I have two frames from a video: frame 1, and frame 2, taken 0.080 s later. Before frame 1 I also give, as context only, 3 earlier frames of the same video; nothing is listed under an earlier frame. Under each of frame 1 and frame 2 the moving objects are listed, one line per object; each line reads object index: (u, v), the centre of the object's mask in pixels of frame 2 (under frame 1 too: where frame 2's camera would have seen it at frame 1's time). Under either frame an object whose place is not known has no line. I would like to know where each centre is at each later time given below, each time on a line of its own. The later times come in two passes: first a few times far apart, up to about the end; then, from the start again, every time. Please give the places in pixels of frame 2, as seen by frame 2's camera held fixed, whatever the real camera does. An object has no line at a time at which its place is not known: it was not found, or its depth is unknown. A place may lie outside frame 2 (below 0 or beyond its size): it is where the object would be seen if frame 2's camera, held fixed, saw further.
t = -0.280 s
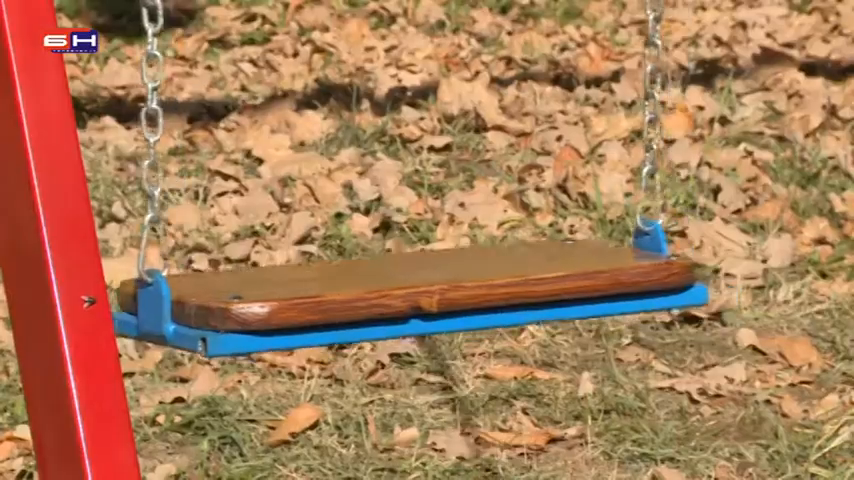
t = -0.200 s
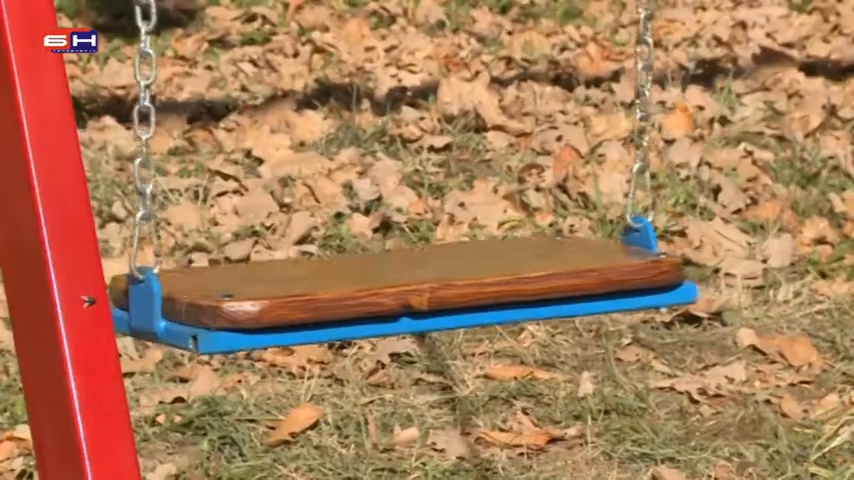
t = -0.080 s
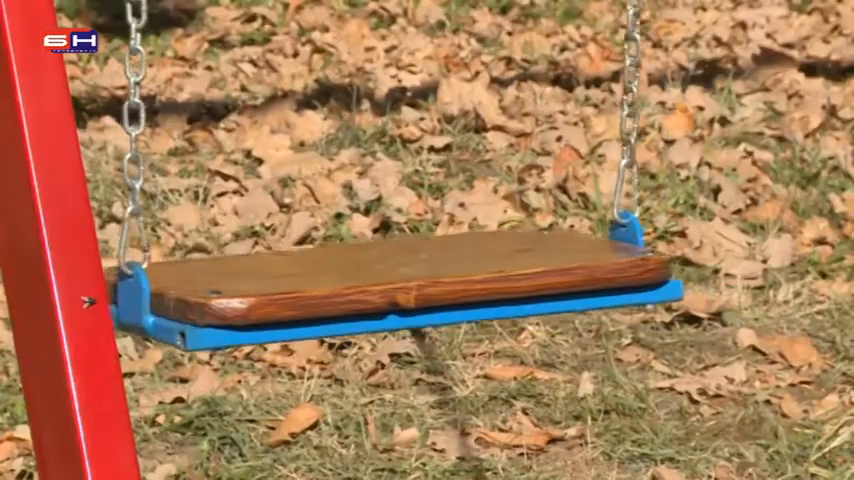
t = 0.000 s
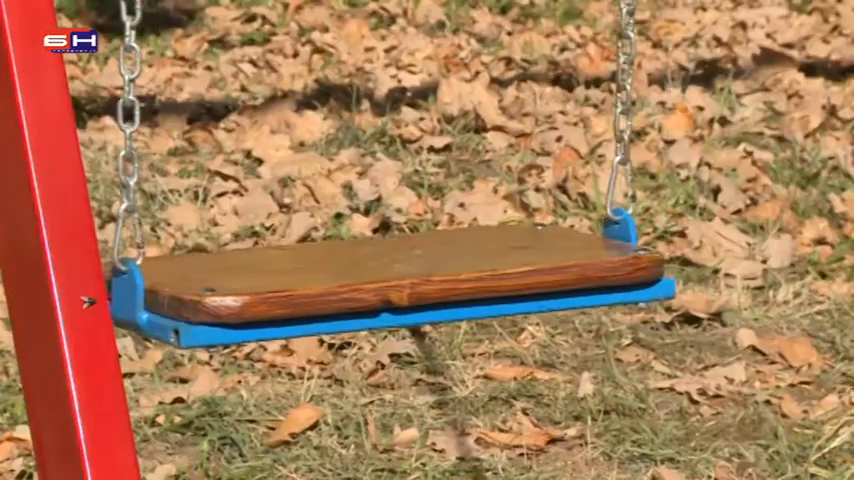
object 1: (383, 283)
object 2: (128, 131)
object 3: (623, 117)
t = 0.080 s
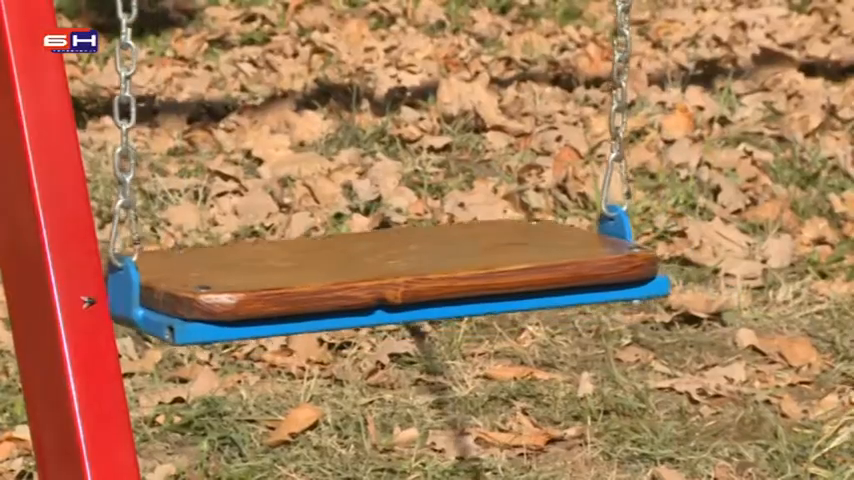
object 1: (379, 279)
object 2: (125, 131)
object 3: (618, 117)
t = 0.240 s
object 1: (374, 272)
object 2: (122, 127)
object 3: (614, 113)
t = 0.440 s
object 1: (377, 269)
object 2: (126, 125)
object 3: (618, 114)
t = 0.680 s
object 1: (391, 272)
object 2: (143, 133)
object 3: (636, 113)
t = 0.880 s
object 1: (411, 279)
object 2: (162, 131)
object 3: (656, 115)
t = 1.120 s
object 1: (436, 290)
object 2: (182, 144)
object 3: (680, 121)
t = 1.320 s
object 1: (449, 298)
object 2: (192, 140)
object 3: (692, 123)
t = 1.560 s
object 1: (451, 302)
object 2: (192, 141)
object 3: (694, 126)
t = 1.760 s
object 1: (442, 303)
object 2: (182, 148)
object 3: (685, 124)
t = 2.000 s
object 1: (418, 300)
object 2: (163, 138)
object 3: (666, 123)
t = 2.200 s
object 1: (401, 292)
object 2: (146, 132)
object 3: (648, 122)
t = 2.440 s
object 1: (387, 281)
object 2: (133, 130)
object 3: (631, 118)
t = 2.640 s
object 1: (381, 273)
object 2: (130, 127)
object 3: (624, 114)
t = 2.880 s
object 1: (383, 269)
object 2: (135, 122)
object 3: (626, 112)
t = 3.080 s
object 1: (392, 271)
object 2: (147, 125)
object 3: (636, 112)
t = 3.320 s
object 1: (412, 280)
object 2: (164, 133)
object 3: (655, 114)
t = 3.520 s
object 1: (428, 290)
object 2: (176, 136)
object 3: (671, 118)
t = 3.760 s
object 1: (441, 299)
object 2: (183, 138)
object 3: (685, 121)
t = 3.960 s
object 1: (444, 303)
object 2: (182, 141)
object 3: (688, 124)
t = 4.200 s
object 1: (436, 304)
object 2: (174, 140)
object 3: (683, 124)
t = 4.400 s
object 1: (423, 300)
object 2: (163, 139)
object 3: (670, 124)
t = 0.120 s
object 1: (378, 277)
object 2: (124, 129)
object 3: (616, 115)
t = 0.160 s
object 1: (376, 276)
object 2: (123, 129)
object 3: (615, 114)
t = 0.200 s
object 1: (376, 274)
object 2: (122, 128)
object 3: (614, 114)
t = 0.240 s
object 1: (374, 272)
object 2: (122, 127)
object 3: (614, 113)
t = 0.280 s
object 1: (374, 271)
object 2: (122, 127)
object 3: (614, 113)
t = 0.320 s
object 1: (375, 270)
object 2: (123, 127)
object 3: (614, 113)
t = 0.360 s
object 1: (375, 269)
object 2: (123, 126)
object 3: (615, 112)
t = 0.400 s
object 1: (377, 269)
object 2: (124, 126)
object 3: (616, 112)
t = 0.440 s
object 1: (377, 269)
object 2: (126, 125)
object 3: (618, 114)
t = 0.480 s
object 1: (379, 269)
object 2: (128, 127)
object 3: (620, 114)
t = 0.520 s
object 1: (380, 269)
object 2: (131, 127)
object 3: (623, 114)
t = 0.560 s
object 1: (382, 269)
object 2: (133, 128)
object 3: (626, 112)
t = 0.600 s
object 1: (384, 270)
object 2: (135, 115)
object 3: (629, 113)
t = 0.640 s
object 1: (387, 270)
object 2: (138, 114)
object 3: (632, 111)
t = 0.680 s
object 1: (391, 272)
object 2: (143, 133)
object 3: (636, 113)
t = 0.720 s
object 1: (395, 273)
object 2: (147, 132)
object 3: (640, 113)
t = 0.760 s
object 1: (398, 274)
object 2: (150, 131)
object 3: (644, 114)
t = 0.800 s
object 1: (402, 276)
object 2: (153, 115)
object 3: (648, 114)
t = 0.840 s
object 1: (407, 278)
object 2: (158, 125)
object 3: (653, 116)
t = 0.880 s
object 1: (411, 279)
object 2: (162, 131)
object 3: (656, 115)
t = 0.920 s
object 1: (416, 281)
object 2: (165, 135)
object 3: (660, 117)
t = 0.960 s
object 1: (421, 283)
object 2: (169, 141)
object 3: (665, 117)
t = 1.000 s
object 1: (424, 284)
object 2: (173, 141)
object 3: (669, 118)
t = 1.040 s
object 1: (429, 287)
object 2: (176, 137)
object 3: (673, 119)
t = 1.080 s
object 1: (433, 289)
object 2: (179, 143)
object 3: (677, 119)
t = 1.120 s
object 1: (436, 290)
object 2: (182, 144)
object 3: (680, 121)
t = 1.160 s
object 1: (439, 292)
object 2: (185, 146)
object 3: (683, 120)
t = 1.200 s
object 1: (443, 294)
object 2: (187, 146)
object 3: (686, 122)
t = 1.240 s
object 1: (445, 295)
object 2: (189, 137)
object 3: (688, 123)
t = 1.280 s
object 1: (447, 297)
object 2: (191, 140)
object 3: (690, 123)
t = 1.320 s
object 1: (449, 298)
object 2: (192, 140)
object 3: (692, 123)
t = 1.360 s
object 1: (450, 299)
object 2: (194, 140)
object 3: (694, 124)
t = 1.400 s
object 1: (451, 300)
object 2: (194, 140)
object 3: (695, 124)
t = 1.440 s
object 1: (452, 301)
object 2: (194, 139)
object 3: (695, 124)
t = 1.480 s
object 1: (452, 301)
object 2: (194, 139)
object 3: (695, 125)
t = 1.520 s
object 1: (452, 302)
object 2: (193, 140)
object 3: (695, 125)
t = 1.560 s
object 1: (451, 302)
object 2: (192, 141)
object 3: (694, 126)
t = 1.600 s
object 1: (449, 303)
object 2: (190, 139)
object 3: (693, 125)
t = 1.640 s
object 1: (448, 303)
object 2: (189, 141)
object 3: (691, 125)
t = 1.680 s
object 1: (446, 303)
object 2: (187, 144)
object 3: (689, 125)
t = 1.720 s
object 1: (444, 303)
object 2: (185, 148)
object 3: (687, 125)
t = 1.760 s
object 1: (442, 303)
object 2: (182, 148)
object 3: (685, 124)
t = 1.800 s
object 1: (438, 303)
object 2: (180, 150)
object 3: (682, 124)
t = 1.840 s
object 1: (435, 302)
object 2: (176, 144)
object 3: (680, 127)
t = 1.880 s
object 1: (432, 302)
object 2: (173, 141)
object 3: (677, 124)
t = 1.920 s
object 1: (428, 301)
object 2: (170, 140)
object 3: (673, 125)
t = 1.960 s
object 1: (423, 301)
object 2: (166, 141)
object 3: (670, 124)
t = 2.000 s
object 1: (418, 300)
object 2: (163, 138)
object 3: (666, 123)
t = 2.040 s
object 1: (415, 299)
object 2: (159, 136)
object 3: (663, 123)
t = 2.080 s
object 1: (411, 298)
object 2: (156, 135)
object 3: (659, 121)
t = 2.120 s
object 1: (406, 296)
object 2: (152, 132)
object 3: (655, 122)
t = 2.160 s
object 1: (404, 294)
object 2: (148, 124)
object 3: (651, 122)
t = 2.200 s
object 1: (401, 292)
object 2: (146, 132)
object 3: (648, 122)
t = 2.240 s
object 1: (398, 291)
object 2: (143, 132)
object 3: (644, 122)
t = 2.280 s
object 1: (395, 289)
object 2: (141, 130)
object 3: (642, 120)
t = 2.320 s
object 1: (393, 287)
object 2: (139, 132)
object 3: (639, 120)
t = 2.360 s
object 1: (389, 285)
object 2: (136, 130)
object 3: (635, 119)
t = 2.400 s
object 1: (387, 284)
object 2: (134, 130)
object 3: (632, 117)
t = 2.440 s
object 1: (387, 281)
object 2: (133, 130)
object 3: (631, 118)
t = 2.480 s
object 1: (385, 279)
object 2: (132, 128)
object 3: (629, 118)
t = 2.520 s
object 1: (383, 278)
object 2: (130, 129)
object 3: (626, 118)
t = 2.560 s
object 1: (382, 276)
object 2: (130, 127)
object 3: (625, 116)
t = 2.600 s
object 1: (381, 274)
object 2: (130, 128)
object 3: (624, 115)
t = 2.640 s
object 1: (381, 273)
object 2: (130, 127)
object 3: (624, 114)
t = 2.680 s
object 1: (381, 272)
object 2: (130, 126)
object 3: (624, 112)
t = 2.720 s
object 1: (380, 270)
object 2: (130, 126)
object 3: (623, 112)
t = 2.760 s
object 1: (381, 270)
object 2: (131, 126)
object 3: (624, 112)
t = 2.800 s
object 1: (382, 269)
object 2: (132, 125)
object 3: (624, 112)
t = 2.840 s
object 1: (382, 269)
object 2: (133, 125)
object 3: (625, 111)
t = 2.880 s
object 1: (383, 269)
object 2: (135, 122)
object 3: (626, 112)
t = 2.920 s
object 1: (384, 269)
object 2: (137, 130)
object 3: (627, 112)
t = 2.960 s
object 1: (386, 269)
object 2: (140, 122)
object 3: (629, 112)
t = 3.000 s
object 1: (388, 269)
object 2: (142, 126)
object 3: (631, 111)
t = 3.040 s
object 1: (389, 270)
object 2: (145, 127)
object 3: (633, 111)
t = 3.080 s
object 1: (392, 271)
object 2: (147, 125)
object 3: (636, 112)
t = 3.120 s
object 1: (395, 272)
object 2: (150, 127)
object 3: (639, 112)
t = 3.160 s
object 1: (399, 274)
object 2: (153, 130)
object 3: (642, 112)
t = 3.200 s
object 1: (402, 275)
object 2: (156, 133)
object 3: (645, 114)
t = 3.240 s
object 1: (405, 277)
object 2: (159, 126)
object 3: (648, 115)
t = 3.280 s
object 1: (408, 279)
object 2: (161, 130)
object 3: (651, 115)
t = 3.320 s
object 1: (412, 280)
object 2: (164, 133)
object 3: (655, 114)
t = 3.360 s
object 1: (415, 282)
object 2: (167, 138)
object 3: (658, 115)
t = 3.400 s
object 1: (419, 284)
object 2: (169, 138)
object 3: (661, 117)
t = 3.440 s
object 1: (422, 286)
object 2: (172, 139)
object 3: (664, 118)
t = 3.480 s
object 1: (426, 288)
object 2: (174, 134)
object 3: (668, 117)
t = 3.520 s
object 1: (428, 290)
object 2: (176, 136)
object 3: (671, 118)
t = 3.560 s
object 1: (432, 292)
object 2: (178, 136)
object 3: (674, 120)
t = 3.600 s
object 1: (434, 293)
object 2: (180, 137)
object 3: (677, 119)
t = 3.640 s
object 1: (436, 295)
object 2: (181, 139)
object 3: (679, 120)
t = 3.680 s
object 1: (437, 297)
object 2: (182, 139)
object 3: (681, 120)
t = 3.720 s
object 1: (439, 298)
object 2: (183, 139)
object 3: (683, 121)
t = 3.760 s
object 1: (441, 299)
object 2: (183, 138)
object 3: (685, 121)
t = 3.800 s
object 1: (441, 300)
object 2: (184, 139)
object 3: (686, 123)
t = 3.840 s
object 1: (443, 301)
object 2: (184, 140)
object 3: (687, 124)
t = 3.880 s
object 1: (444, 302)
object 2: (184, 140)
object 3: (688, 124)
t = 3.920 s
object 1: (444, 303)
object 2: (183, 140)
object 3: (688, 124)
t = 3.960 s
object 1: (444, 303)
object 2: (182, 141)
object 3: (688, 124)
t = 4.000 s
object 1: (444, 303)
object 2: (182, 142)
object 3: (688, 124)
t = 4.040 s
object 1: (443, 303)
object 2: (181, 142)
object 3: (688, 125)
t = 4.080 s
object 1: (442, 303)
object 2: (179, 139)
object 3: (687, 126)
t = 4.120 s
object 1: (440, 304)
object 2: (177, 141)
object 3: (686, 125)
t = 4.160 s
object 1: (439, 304)
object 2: (176, 142)
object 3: (684, 124)
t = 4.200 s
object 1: (436, 304)
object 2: (174, 140)
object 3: (683, 124)
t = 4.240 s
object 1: (434, 303)
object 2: (172, 140)
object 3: (681, 124)
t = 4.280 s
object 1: (432, 303)
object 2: (170, 141)
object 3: (679, 124)
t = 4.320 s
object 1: (428, 302)
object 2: (168, 143)
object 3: (676, 124)
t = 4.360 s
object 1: (426, 301)
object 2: (166, 140)
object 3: (673, 126)
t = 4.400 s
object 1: (423, 300)
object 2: (163, 139)
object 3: (670, 124)
